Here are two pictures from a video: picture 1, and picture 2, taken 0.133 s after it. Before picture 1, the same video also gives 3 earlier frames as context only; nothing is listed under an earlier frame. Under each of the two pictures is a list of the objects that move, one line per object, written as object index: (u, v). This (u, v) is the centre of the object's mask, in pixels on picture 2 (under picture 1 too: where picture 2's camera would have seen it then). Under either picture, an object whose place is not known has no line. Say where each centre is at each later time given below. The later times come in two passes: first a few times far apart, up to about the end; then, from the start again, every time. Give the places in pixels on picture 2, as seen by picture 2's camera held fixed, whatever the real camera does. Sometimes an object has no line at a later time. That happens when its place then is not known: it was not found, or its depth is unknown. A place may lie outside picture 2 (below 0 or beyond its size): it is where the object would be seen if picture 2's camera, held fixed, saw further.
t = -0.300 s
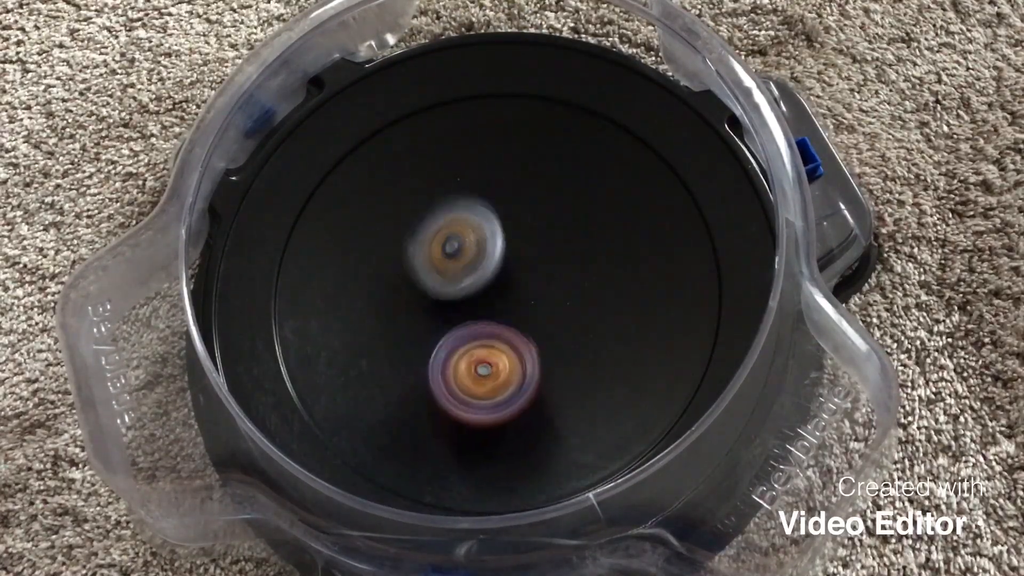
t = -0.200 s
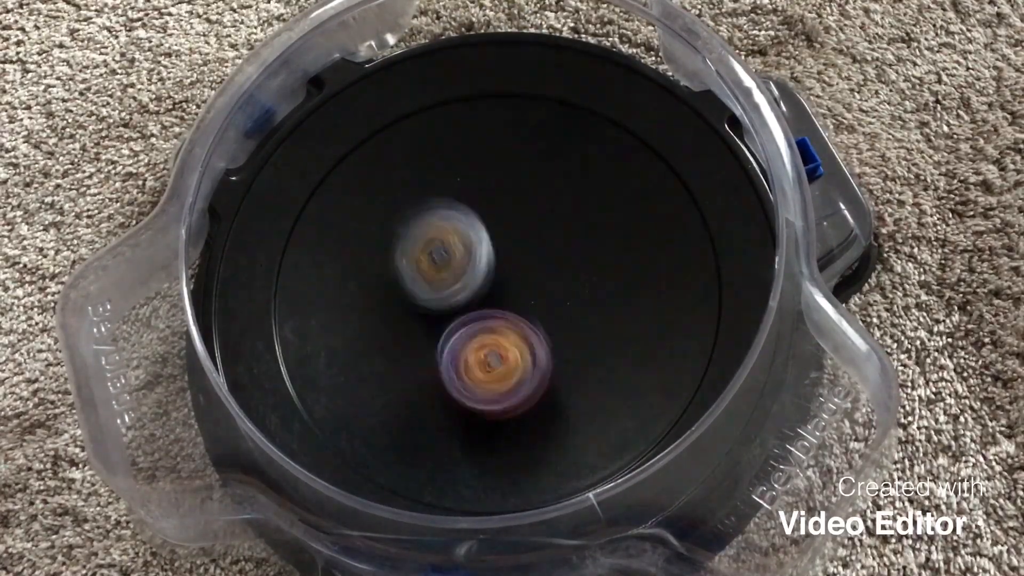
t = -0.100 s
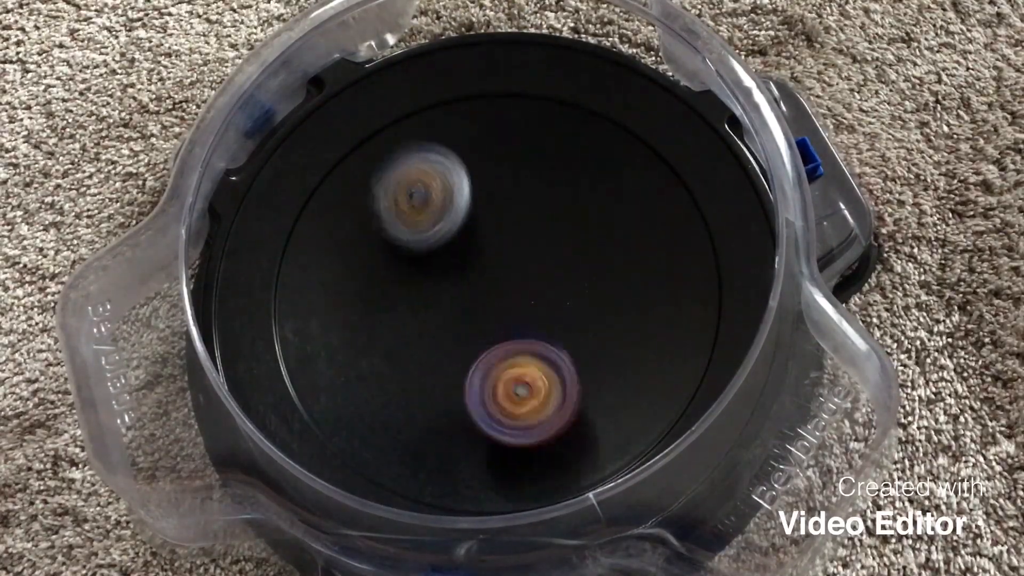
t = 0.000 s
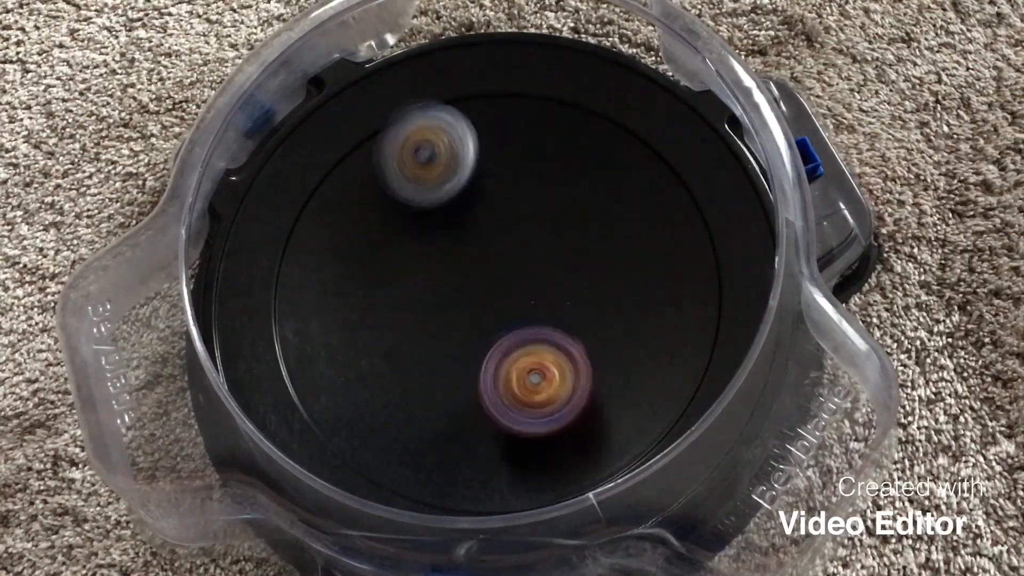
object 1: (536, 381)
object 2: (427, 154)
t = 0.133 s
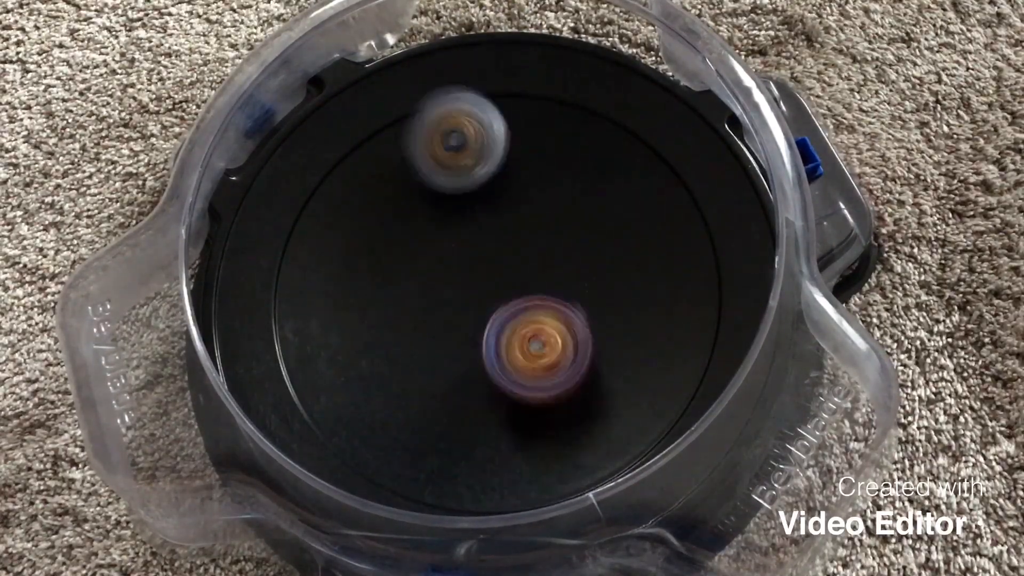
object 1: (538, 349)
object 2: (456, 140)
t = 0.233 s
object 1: (533, 323)
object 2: (479, 160)
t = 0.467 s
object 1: (553, 359)
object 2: (434, 153)
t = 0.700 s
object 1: (569, 346)
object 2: (385, 158)
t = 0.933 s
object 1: (533, 305)
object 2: (392, 245)
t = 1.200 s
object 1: (502, 266)
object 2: (386, 365)
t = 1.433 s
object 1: (486, 252)
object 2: (395, 405)
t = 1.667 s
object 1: (483, 262)
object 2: (484, 372)
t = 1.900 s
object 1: (486, 195)
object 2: (583, 375)
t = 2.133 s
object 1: (485, 214)
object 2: (606, 334)
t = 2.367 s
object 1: (475, 239)
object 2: (595, 261)
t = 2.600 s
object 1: (466, 263)
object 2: (582, 212)
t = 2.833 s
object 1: (456, 318)
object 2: (529, 199)
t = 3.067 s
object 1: (481, 396)
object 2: (501, 195)
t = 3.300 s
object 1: (500, 381)
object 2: (447, 242)
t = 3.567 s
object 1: (512, 340)
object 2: (398, 273)
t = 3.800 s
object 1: (524, 259)
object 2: (403, 270)
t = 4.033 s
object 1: (522, 207)
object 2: (405, 277)
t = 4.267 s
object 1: (510, 215)
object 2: (434, 301)
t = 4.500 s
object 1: (520, 209)
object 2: (444, 371)
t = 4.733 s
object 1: (514, 253)
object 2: (450, 371)
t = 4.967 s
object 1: (540, 267)
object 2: (476, 355)
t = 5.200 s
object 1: (576, 212)
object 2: (432, 401)
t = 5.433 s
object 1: (550, 229)
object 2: (409, 381)
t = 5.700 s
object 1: (565, 262)
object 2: (432, 328)
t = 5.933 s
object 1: (558, 262)
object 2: (448, 288)
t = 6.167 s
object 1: (574, 251)
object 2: (421, 272)
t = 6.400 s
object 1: (564, 255)
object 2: (447, 269)
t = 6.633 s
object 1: (558, 262)
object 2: (449, 305)
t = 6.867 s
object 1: (564, 270)
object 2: (402, 329)
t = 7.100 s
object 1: (545, 297)
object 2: (417, 310)
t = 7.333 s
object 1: (587, 285)
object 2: (420, 290)
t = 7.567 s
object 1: (588, 280)
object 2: (454, 274)
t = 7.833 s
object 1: (556, 285)
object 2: (446, 273)
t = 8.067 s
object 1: (517, 298)
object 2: (408, 270)
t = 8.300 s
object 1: (526, 307)
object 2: (374, 267)
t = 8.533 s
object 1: (524, 302)
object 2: (413, 274)
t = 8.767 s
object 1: (552, 291)
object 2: (423, 252)
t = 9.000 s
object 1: (546, 291)
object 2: (453, 233)
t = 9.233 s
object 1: (539, 304)
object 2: (457, 230)
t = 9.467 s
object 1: (536, 312)
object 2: (434, 238)
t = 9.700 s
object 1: (516, 319)
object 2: (434, 253)
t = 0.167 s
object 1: (537, 340)
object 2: (464, 145)
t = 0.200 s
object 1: (535, 332)
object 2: (472, 152)
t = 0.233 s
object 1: (533, 323)
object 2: (479, 160)
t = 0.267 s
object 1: (531, 314)
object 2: (485, 171)
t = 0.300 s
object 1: (528, 306)
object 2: (489, 183)
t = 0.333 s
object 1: (526, 298)
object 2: (490, 195)
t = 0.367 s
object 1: (533, 314)
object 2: (479, 182)
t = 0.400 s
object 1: (541, 333)
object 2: (463, 170)
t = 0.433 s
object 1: (548, 349)
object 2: (447, 160)
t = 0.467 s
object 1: (553, 359)
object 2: (434, 153)
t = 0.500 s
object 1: (558, 365)
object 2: (421, 149)
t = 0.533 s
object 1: (564, 367)
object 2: (411, 146)
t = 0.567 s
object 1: (569, 366)
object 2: (402, 145)
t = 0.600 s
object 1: (573, 363)
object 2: (396, 146)
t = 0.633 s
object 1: (574, 358)
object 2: (391, 148)
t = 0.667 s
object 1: (572, 353)
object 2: (387, 152)
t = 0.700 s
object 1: (569, 346)
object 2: (385, 158)
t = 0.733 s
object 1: (565, 340)
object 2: (384, 167)
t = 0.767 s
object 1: (559, 333)
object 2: (384, 176)
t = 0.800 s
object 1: (554, 327)
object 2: (386, 187)
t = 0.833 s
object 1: (548, 320)
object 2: (387, 201)
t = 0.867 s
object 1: (542, 314)
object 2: (388, 214)
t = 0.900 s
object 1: (537, 309)
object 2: (391, 229)
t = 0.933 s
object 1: (533, 305)
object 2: (392, 245)
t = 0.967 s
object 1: (529, 300)
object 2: (392, 260)
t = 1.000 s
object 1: (525, 296)
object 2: (395, 276)
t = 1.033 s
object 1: (518, 291)
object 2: (395, 292)
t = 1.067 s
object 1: (511, 287)
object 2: (397, 307)
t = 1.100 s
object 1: (506, 283)
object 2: (396, 321)
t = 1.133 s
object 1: (506, 276)
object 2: (392, 338)
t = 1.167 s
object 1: (505, 271)
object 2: (388, 353)
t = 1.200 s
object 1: (502, 266)
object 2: (386, 365)
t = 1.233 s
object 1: (500, 263)
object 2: (384, 376)
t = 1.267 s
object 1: (498, 259)
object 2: (384, 385)
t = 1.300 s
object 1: (495, 257)
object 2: (383, 393)
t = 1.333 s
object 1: (493, 255)
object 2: (384, 399)
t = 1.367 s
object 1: (490, 253)
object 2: (386, 403)
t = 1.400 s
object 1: (488, 252)
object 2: (389, 405)
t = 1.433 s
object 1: (486, 252)
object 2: (395, 405)
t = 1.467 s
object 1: (484, 253)
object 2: (400, 403)
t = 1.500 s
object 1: (484, 255)
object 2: (410, 399)
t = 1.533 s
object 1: (484, 257)
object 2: (421, 394)
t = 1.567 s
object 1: (483, 260)
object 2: (435, 387)
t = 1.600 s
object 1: (483, 262)
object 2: (451, 383)
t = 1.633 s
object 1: (483, 264)
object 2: (465, 376)
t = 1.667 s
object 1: (483, 262)
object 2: (484, 372)
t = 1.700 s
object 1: (482, 250)
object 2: (501, 376)
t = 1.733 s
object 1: (480, 238)
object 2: (520, 376)
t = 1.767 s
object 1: (482, 227)
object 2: (535, 379)
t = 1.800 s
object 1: (482, 216)
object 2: (551, 378)
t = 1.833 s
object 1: (484, 208)
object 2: (561, 378)
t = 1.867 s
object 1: (485, 201)
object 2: (574, 375)
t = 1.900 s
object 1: (486, 195)
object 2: (583, 375)
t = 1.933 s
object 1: (486, 193)
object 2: (592, 372)
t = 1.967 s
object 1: (486, 193)
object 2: (599, 369)
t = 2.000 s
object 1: (487, 195)
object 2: (605, 362)
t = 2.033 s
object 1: (487, 199)
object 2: (608, 358)
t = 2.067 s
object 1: (486, 204)
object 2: (608, 351)
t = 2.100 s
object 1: (486, 208)
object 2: (607, 343)
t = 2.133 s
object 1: (485, 214)
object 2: (606, 334)
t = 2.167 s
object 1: (485, 220)
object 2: (603, 324)
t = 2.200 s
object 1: (487, 225)
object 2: (599, 314)
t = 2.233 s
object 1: (490, 230)
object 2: (593, 300)
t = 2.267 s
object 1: (494, 236)
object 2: (589, 289)
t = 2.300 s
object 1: (489, 237)
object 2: (591, 280)
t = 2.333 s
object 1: (480, 238)
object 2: (594, 271)
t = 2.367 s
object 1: (475, 239)
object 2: (595, 261)
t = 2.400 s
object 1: (473, 241)
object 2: (595, 253)
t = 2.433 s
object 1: (471, 243)
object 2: (596, 243)
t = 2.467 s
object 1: (471, 245)
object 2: (595, 235)
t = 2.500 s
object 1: (469, 249)
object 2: (594, 227)
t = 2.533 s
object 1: (468, 254)
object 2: (590, 219)
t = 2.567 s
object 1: (467, 258)
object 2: (587, 216)
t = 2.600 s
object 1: (466, 263)
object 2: (582, 212)
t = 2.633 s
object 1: (466, 268)
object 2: (576, 209)
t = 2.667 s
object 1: (465, 273)
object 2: (569, 209)
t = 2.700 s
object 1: (465, 279)
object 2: (560, 209)
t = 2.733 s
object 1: (465, 285)
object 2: (549, 210)
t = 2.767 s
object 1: (465, 291)
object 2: (539, 211)
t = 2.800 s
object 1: (461, 303)
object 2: (532, 205)
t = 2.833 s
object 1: (456, 318)
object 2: (529, 199)
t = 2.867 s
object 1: (455, 335)
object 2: (524, 193)
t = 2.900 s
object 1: (455, 349)
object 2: (520, 188)
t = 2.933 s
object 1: (458, 363)
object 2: (516, 186)
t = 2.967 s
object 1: (462, 375)
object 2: (513, 185)
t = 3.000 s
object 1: (467, 385)
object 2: (510, 186)
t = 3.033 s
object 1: (474, 393)
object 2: (506, 190)
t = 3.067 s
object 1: (481, 396)
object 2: (501, 195)
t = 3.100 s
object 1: (486, 396)
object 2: (495, 200)
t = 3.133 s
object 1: (489, 396)
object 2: (488, 209)
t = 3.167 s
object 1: (492, 394)
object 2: (482, 216)
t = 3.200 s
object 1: (495, 391)
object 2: (474, 222)
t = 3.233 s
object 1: (496, 387)
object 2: (464, 231)
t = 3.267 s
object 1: (498, 384)
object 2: (456, 237)
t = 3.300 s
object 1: (500, 381)
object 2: (447, 242)
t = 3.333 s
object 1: (502, 377)
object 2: (437, 248)
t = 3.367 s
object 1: (503, 373)
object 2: (430, 254)
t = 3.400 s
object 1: (505, 371)
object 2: (422, 258)
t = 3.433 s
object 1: (506, 368)
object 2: (414, 264)
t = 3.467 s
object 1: (509, 363)
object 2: (408, 267)
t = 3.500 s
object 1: (509, 356)
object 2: (402, 269)
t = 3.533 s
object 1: (511, 349)
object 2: (399, 272)
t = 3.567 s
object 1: (512, 340)
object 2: (398, 273)
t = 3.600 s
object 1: (514, 330)
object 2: (400, 274)
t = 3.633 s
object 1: (515, 317)
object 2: (403, 274)
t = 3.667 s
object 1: (515, 305)
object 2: (407, 276)
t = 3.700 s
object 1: (519, 294)
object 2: (407, 276)
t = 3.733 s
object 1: (524, 283)
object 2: (405, 275)
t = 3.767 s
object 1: (524, 271)
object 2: (403, 273)
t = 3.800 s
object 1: (524, 259)
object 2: (403, 270)
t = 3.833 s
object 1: (522, 250)
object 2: (404, 267)
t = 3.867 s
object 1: (520, 239)
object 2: (408, 265)
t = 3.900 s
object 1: (518, 231)
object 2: (412, 266)
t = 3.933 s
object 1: (522, 222)
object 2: (411, 268)
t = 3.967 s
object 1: (525, 214)
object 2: (409, 272)
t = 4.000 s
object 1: (524, 209)
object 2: (407, 275)
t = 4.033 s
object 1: (522, 207)
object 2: (405, 277)
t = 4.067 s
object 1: (521, 206)
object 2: (404, 280)
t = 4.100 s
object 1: (520, 206)
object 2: (405, 285)
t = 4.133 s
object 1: (517, 208)
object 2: (408, 287)
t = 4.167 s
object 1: (516, 209)
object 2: (413, 289)
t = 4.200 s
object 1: (514, 211)
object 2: (418, 291)
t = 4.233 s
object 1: (512, 213)
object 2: (425, 296)
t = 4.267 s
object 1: (510, 215)
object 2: (434, 301)
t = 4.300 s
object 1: (509, 217)
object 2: (443, 306)
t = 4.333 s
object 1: (512, 214)
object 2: (448, 316)
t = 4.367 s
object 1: (518, 208)
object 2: (447, 332)
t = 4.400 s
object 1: (521, 204)
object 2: (448, 343)
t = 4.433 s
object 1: (522, 206)
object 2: (447, 354)
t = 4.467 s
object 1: (521, 207)
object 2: (444, 363)
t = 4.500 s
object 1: (520, 209)
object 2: (444, 371)
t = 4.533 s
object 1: (517, 212)
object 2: (442, 377)
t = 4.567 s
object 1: (515, 216)
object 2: (441, 380)
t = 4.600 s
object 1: (514, 220)
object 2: (441, 384)
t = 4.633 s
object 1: (513, 226)
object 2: (441, 384)
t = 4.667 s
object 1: (513, 233)
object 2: (443, 381)
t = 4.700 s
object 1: (513, 241)
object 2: (445, 378)
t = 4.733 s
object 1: (514, 253)
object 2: (450, 371)
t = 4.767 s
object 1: (515, 264)
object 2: (456, 363)
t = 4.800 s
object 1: (521, 270)
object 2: (461, 359)
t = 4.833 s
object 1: (530, 270)
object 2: (462, 360)
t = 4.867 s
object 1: (534, 270)
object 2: (465, 359)
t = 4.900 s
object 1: (534, 271)
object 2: (469, 358)
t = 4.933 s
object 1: (537, 270)
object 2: (473, 355)
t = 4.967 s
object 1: (540, 267)
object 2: (476, 355)
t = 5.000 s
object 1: (541, 264)
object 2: (480, 354)
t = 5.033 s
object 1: (543, 263)
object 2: (483, 352)
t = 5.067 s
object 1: (550, 251)
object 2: (481, 365)
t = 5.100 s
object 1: (563, 234)
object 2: (463, 381)
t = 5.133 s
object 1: (570, 223)
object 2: (451, 392)
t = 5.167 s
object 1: (575, 216)
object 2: (444, 398)
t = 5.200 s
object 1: (576, 212)
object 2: (432, 401)
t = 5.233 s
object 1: (577, 211)
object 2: (424, 406)
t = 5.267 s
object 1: (575, 212)
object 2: (416, 410)
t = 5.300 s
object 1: (572, 215)
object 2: (411, 410)
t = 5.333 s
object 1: (567, 216)
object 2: (408, 407)
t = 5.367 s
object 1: (561, 220)
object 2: (405, 399)
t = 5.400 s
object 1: (556, 223)
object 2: (406, 392)
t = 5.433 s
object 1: (550, 229)
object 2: (409, 381)
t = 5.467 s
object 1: (546, 235)
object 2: (417, 370)
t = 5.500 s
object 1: (540, 245)
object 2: (425, 358)
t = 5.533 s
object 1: (537, 256)
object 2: (437, 345)
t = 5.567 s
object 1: (535, 266)
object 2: (445, 336)
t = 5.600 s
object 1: (548, 265)
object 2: (437, 338)
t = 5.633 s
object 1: (558, 262)
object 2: (433, 339)
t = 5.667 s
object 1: (564, 262)
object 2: (431, 334)
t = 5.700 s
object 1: (565, 262)
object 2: (432, 328)
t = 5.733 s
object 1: (563, 265)
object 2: (435, 318)
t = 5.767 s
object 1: (558, 264)
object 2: (440, 311)
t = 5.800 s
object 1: (555, 264)
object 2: (447, 303)
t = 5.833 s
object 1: (555, 262)
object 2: (452, 297)
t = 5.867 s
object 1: (559, 261)
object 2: (451, 294)
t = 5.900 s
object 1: (559, 261)
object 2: (450, 291)
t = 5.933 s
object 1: (558, 262)
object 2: (448, 288)
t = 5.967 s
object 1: (564, 260)
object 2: (446, 286)
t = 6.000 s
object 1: (572, 257)
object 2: (436, 284)
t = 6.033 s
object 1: (577, 254)
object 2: (429, 283)
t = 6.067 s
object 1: (580, 250)
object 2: (423, 280)
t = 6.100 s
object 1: (579, 250)
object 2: (422, 278)
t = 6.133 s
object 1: (579, 251)
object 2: (420, 274)
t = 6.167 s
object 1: (574, 251)
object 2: (421, 272)
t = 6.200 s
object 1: (571, 252)
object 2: (425, 269)
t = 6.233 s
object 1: (566, 252)
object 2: (428, 268)
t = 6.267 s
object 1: (562, 252)
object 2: (433, 265)
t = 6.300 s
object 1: (557, 252)
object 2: (439, 266)
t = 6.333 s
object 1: (554, 253)
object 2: (445, 264)
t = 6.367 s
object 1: (559, 257)
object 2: (444, 266)
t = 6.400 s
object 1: (564, 255)
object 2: (447, 269)
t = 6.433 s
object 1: (563, 258)
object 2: (452, 274)
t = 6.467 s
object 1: (564, 258)
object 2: (457, 278)
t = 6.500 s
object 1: (566, 260)
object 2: (455, 286)
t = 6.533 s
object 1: (565, 259)
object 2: (453, 292)
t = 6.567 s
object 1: (562, 260)
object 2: (451, 297)
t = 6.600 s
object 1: (560, 260)
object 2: (449, 303)
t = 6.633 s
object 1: (558, 262)
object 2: (449, 305)
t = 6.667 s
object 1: (561, 263)
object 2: (444, 313)
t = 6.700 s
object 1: (566, 264)
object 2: (436, 320)
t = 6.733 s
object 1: (571, 266)
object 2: (426, 325)
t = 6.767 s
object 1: (571, 267)
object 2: (418, 329)
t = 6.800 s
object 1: (569, 268)
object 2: (411, 330)
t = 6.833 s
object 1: (567, 268)
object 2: (405, 330)
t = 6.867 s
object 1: (564, 270)
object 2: (402, 329)
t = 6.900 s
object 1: (559, 271)
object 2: (401, 329)
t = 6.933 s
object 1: (556, 274)
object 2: (401, 326)
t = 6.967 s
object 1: (549, 278)
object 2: (404, 323)
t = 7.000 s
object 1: (545, 284)
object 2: (409, 319)
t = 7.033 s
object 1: (538, 288)
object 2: (416, 314)
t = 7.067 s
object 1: (531, 293)
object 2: (423, 310)
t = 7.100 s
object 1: (545, 297)
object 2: (417, 310)
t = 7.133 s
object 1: (556, 293)
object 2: (408, 311)
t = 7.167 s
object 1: (568, 292)
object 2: (400, 309)
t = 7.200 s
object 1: (573, 290)
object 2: (403, 308)
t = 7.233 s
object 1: (581, 288)
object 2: (405, 303)
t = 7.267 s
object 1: (587, 285)
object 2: (408, 300)
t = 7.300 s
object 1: (587, 284)
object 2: (413, 294)
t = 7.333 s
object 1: (587, 285)
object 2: (420, 290)
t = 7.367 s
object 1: (584, 285)
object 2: (429, 288)
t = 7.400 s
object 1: (583, 282)
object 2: (438, 284)
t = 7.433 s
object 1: (581, 281)
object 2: (447, 280)
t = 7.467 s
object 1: (577, 277)
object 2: (458, 279)
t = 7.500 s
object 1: (578, 278)
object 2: (461, 278)
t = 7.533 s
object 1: (584, 282)
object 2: (455, 280)
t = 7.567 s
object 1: (588, 280)
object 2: (454, 274)
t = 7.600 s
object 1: (587, 282)
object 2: (448, 275)
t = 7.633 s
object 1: (582, 281)
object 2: (449, 275)
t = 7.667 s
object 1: (581, 281)
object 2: (450, 271)
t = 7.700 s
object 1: (578, 280)
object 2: (449, 271)
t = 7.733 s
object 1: (574, 279)
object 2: (448, 272)
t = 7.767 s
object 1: (568, 281)
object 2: (447, 270)
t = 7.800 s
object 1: (561, 284)
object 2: (450, 272)
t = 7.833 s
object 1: (556, 285)
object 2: (446, 273)
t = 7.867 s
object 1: (552, 288)
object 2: (440, 273)
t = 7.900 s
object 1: (546, 289)
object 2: (437, 272)
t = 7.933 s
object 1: (542, 292)
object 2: (430, 273)
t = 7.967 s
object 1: (534, 293)
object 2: (425, 271)
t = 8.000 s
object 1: (526, 294)
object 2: (417, 270)
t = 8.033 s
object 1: (522, 297)
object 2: (410, 272)
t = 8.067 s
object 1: (517, 298)
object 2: (408, 270)
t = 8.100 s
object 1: (519, 301)
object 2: (396, 267)
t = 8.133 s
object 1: (522, 307)
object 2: (383, 268)
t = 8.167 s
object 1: (526, 307)
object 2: (379, 264)
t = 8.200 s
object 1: (529, 305)
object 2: (375, 264)
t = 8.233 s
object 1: (531, 308)
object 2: (373, 265)
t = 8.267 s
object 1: (529, 310)
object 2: (375, 265)
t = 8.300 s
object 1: (526, 307)
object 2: (374, 267)
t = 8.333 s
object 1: (526, 306)
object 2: (377, 269)
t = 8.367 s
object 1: (527, 303)
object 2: (385, 274)
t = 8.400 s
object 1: (525, 300)
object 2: (390, 275)
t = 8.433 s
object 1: (524, 301)
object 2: (400, 276)
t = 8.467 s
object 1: (519, 299)
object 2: (408, 280)
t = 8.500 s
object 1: (518, 298)
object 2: (411, 276)
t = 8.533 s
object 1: (524, 302)
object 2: (413, 274)
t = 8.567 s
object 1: (524, 301)
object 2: (415, 276)
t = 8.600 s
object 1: (527, 300)
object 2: (421, 271)
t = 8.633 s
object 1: (539, 296)
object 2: (417, 270)
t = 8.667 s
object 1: (545, 299)
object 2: (417, 267)
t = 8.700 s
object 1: (547, 297)
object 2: (420, 263)
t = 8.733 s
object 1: (548, 294)
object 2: (421, 258)
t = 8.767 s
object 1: (552, 291)
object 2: (423, 252)
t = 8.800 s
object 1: (551, 292)
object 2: (428, 248)
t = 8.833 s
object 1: (551, 293)
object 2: (431, 242)
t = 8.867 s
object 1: (547, 290)
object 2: (439, 241)
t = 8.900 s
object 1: (547, 287)
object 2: (444, 239)
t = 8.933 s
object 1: (546, 283)
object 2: (453, 238)
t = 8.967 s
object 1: (548, 286)
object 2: (455, 238)
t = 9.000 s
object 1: (546, 291)
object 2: (453, 233)
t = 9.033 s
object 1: (546, 298)
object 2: (456, 232)
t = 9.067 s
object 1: (543, 298)
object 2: (456, 227)
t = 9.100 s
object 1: (544, 298)
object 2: (457, 228)
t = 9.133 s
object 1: (541, 298)
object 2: (459, 230)
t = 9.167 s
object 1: (544, 297)
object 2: (463, 229)
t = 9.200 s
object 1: (544, 301)
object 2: (460, 228)
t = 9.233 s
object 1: (539, 304)
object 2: (457, 230)
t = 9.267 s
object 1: (532, 305)
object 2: (455, 236)
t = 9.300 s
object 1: (536, 306)
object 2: (450, 232)
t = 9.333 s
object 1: (537, 313)
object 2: (441, 232)
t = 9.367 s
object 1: (534, 316)
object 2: (437, 233)
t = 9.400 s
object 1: (530, 316)
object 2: (434, 235)
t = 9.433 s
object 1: (532, 313)
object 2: (435, 236)
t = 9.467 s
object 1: (536, 312)
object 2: (434, 238)
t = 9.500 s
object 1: (531, 313)
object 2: (436, 239)
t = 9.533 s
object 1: (526, 312)
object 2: (435, 243)
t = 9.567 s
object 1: (520, 309)
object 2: (439, 247)
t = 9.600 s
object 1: (524, 308)
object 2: (434, 247)
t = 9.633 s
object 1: (526, 315)
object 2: (432, 250)
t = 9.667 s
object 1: (522, 319)
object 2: (431, 250)
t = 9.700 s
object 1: (516, 319)
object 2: (434, 253)
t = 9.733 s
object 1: (518, 313)
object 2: (433, 247)
